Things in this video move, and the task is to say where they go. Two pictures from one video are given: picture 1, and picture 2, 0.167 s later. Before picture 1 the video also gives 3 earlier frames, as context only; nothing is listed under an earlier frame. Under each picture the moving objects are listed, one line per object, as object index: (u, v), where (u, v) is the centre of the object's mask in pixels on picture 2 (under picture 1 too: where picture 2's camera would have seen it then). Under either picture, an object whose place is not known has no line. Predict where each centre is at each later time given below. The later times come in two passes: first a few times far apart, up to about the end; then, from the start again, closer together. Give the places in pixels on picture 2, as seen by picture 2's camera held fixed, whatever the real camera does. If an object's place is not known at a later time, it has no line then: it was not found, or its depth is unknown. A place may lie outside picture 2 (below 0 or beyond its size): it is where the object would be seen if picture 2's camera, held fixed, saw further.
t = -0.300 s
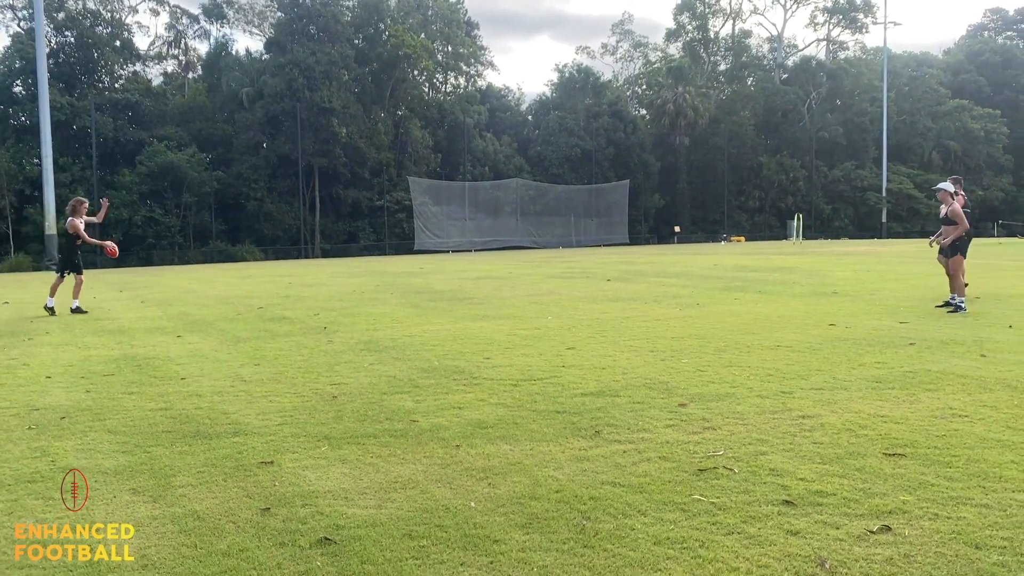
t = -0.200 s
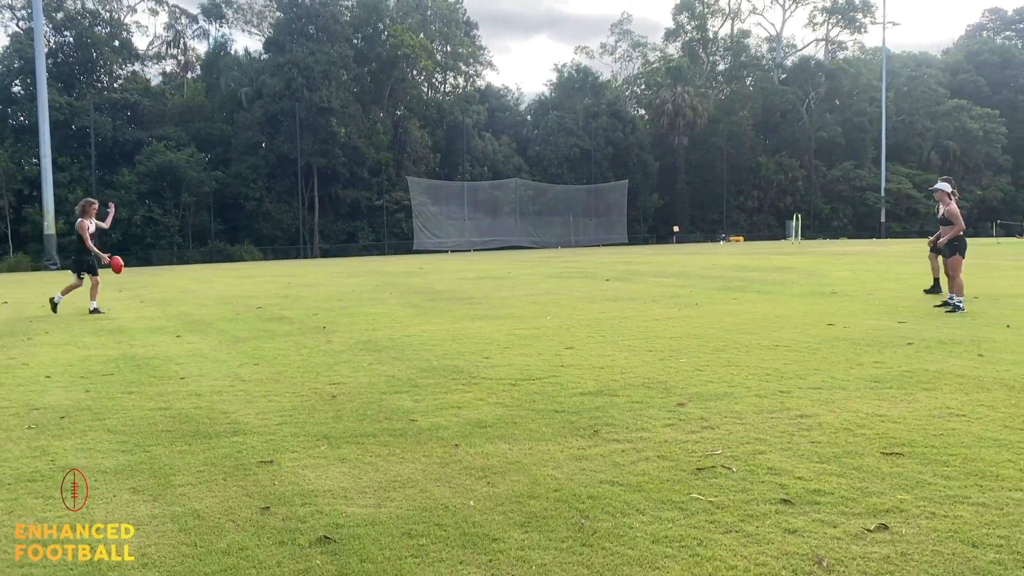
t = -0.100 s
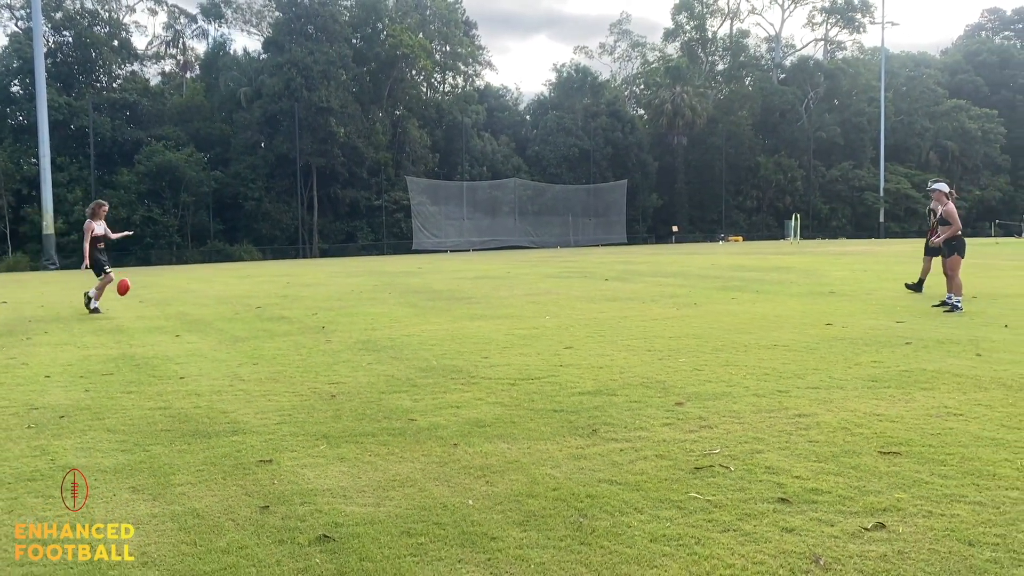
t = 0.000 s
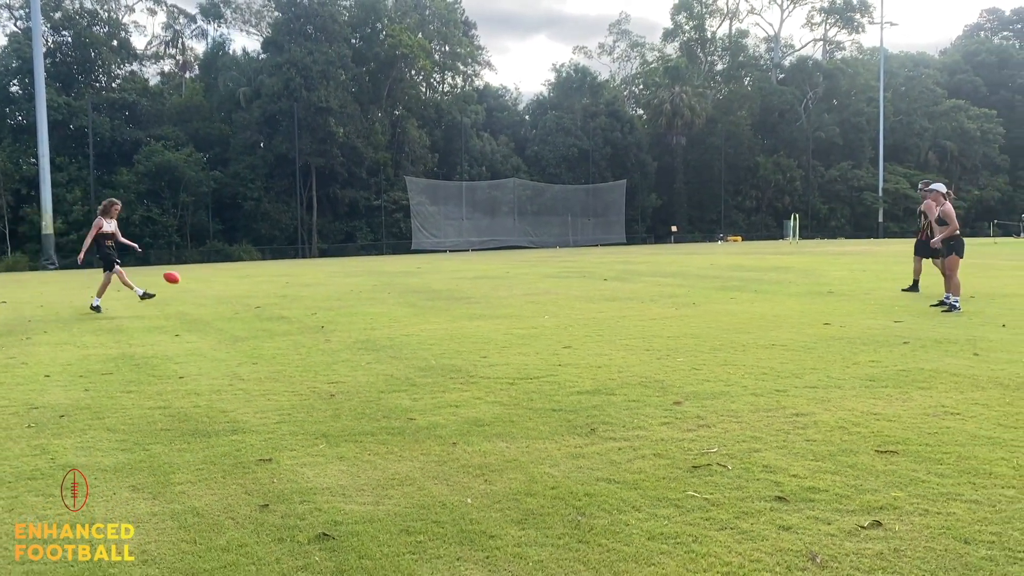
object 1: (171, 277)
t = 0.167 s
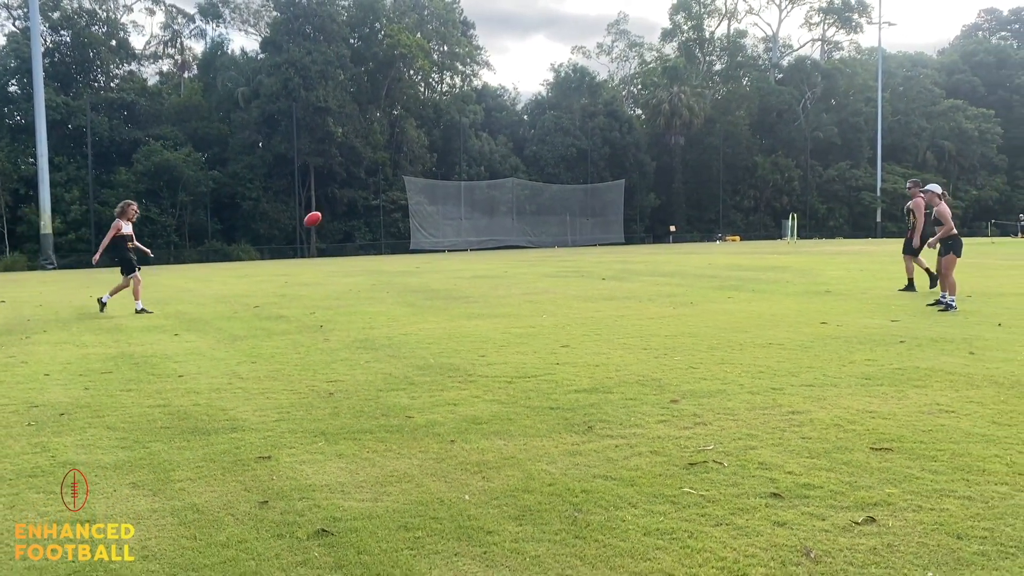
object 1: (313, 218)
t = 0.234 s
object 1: (371, 200)
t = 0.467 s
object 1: (575, 156)
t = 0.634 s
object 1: (725, 144)
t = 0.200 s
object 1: (342, 210)
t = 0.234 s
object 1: (371, 200)
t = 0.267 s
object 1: (400, 191)
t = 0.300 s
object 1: (429, 184)
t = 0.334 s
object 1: (458, 176)
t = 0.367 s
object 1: (487, 171)
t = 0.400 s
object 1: (516, 164)
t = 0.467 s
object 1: (575, 156)
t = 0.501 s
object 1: (605, 152)
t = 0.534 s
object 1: (635, 149)
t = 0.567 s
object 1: (664, 146)
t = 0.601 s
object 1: (694, 144)
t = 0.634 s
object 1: (725, 144)
